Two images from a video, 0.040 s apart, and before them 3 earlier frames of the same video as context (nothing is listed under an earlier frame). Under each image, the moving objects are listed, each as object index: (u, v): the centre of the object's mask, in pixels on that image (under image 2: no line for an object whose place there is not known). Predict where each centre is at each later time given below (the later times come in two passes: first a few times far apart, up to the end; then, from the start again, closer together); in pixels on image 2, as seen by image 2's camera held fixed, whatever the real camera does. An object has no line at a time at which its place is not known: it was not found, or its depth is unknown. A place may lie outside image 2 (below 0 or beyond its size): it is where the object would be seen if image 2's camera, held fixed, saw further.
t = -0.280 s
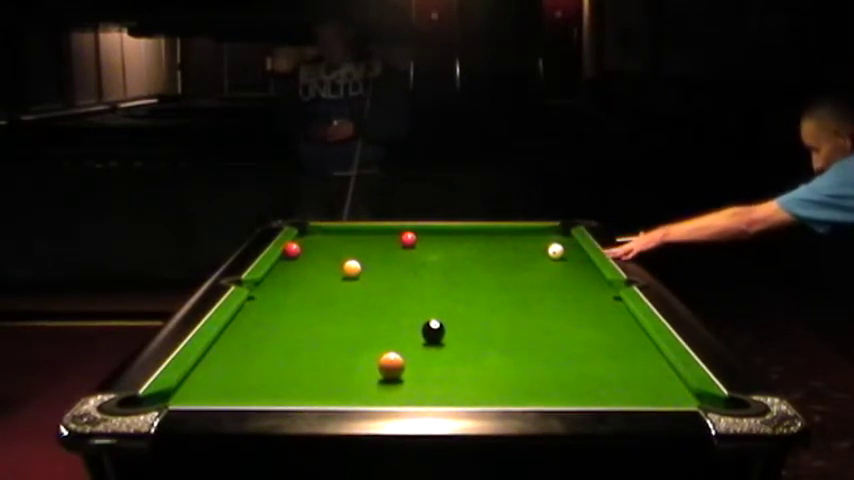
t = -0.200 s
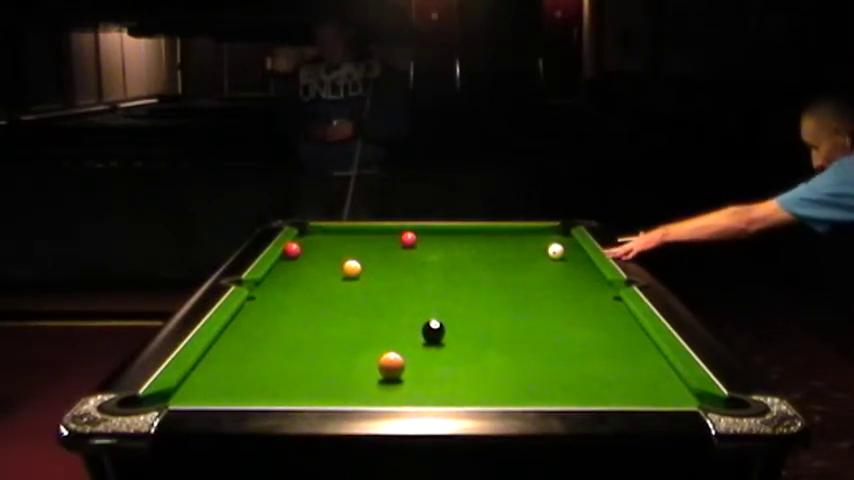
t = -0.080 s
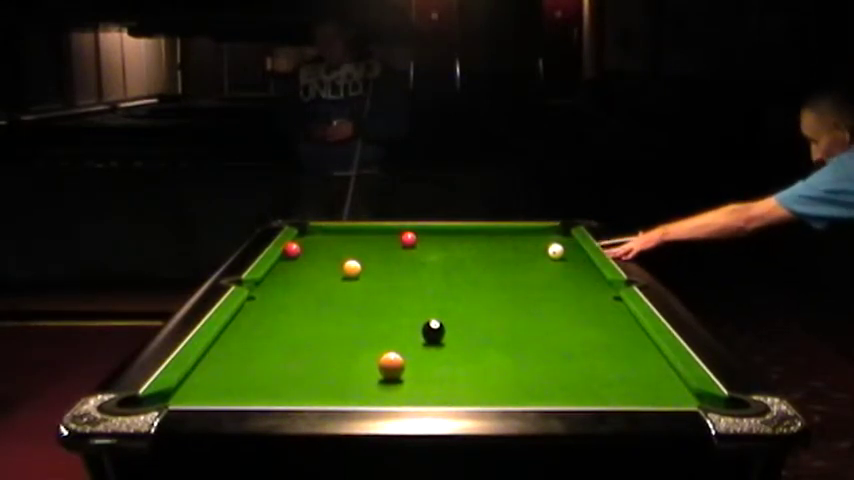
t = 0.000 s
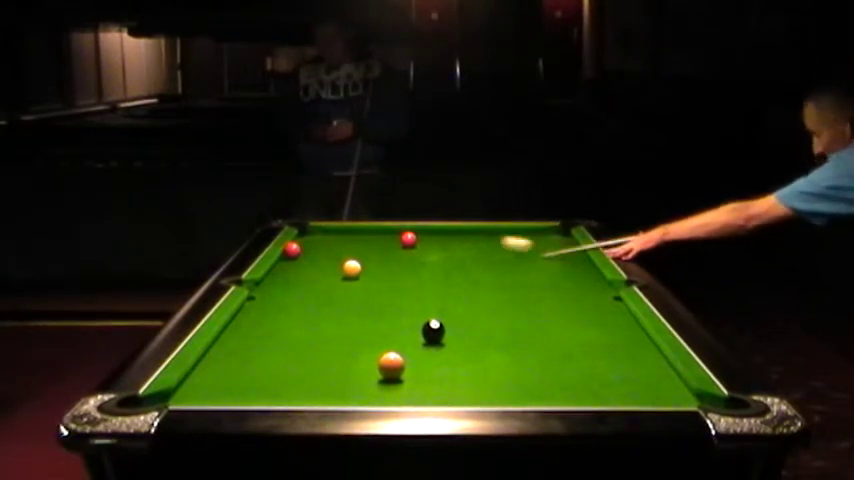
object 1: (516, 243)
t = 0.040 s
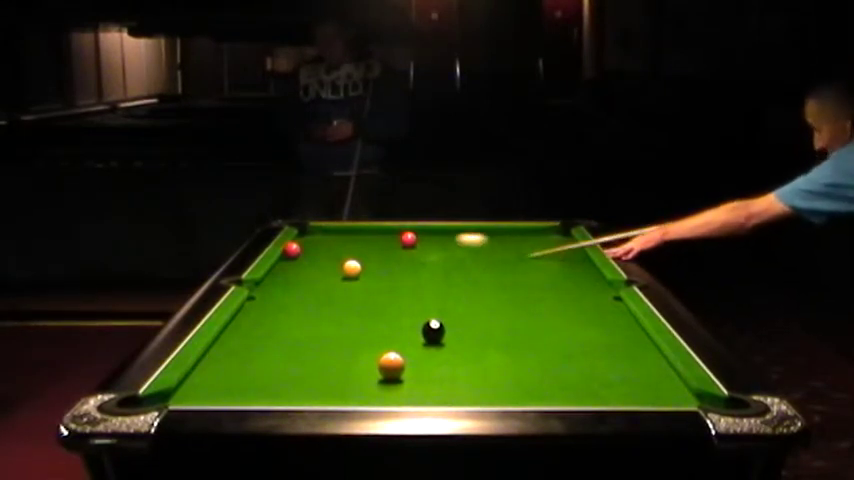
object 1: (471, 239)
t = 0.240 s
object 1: (418, 243)
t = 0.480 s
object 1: (409, 248)
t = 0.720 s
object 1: (400, 251)
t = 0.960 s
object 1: (392, 254)
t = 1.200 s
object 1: (385, 257)
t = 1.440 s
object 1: (380, 260)
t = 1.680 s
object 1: (375, 262)
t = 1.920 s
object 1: (371, 264)
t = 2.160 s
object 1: (368, 265)
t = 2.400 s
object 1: (367, 267)
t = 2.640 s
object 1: (367, 267)
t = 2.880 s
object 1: (367, 267)
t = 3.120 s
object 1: (367, 267)
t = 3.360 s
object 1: (366, 267)
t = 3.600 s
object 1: (366, 267)
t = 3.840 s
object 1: (366, 267)
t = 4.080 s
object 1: (366, 267)
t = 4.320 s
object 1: (366, 267)
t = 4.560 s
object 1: (366, 267)
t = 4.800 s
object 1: (366, 267)
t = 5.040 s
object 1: (366, 267)
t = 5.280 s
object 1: (366, 267)
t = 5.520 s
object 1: (366, 267)
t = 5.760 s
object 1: (367, 267)
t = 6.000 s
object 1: (367, 267)
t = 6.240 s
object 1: (367, 267)
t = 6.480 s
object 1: (366, 267)
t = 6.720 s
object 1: (367, 267)
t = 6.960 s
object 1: (366, 267)
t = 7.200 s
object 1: (366, 267)
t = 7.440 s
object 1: (366, 267)
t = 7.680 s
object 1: (367, 267)
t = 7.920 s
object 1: (367, 267)
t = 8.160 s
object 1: (366, 267)
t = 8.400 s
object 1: (367, 267)
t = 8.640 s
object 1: (366, 267)
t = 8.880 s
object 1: (366, 267)
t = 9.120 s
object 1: (366, 267)
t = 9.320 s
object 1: (366, 267)
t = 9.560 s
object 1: (366, 267)
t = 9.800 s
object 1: (366, 267)
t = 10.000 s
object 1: (366, 267)
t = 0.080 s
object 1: (429, 239)
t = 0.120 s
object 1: (421, 239)
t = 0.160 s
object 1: (420, 242)
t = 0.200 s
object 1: (419, 243)
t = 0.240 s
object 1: (418, 243)
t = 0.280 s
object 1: (416, 244)
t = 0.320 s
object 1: (414, 245)
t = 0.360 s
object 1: (413, 246)
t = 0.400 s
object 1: (411, 246)
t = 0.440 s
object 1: (410, 247)
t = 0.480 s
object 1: (409, 248)
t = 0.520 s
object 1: (407, 248)
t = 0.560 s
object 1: (405, 249)
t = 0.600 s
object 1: (404, 249)
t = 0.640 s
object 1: (403, 250)
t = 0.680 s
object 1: (401, 251)
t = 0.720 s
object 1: (400, 251)
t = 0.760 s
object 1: (398, 252)
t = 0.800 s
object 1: (397, 252)
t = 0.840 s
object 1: (396, 253)
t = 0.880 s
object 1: (394, 253)
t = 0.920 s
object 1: (393, 254)
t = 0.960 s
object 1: (392, 254)
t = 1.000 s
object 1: (391, 255)
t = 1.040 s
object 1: (390, 255)
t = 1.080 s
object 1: (389, 256)
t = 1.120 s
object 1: (388, 256)
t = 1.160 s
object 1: (386, 257)
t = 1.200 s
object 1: (385, 257)
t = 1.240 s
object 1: (384, 258)
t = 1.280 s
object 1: (383, 258)
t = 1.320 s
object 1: (382, 259)
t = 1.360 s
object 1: (381, 259)
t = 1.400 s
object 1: (380, 260)
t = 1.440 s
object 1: (380, 260)
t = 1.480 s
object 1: (379, 260)
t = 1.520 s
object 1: (378, 261)
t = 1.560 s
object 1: (377, 261)
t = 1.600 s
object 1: (377, 261)
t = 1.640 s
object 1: (376, 262)
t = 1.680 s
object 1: (375, 262)
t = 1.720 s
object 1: (374, 263)
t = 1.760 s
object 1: (374, 263)
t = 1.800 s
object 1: (373, 263)
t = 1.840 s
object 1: (372, 263)
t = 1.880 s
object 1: (371, 264)
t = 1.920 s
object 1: (371, 264)
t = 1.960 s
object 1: (371, 264)
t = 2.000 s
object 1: (370, 265)
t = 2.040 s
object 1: (369, 265)
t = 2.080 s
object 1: (369, 265)
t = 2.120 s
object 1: (368, 265)
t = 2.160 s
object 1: (368, 265)
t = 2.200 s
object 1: (368, 266)
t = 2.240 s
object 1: (368, 266)
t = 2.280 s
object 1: (367, 266)
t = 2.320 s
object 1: (367, 266)
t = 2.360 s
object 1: (367, 266)
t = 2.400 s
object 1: (367, 267)
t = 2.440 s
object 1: (366, 267)
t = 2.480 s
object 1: (366, 267)
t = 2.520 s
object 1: (366, 267)
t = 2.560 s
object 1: (367, 267)
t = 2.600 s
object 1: (366, 267)
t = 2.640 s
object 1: (367, 267)
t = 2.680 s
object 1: (366, 267)
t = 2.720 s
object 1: (367, 267)
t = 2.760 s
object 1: (367, 267)
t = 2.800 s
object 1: (367, 267)
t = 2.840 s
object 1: (367, 267)
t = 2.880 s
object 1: (367, 267)
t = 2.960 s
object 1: (367, 267)
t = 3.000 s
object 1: (366, 267)
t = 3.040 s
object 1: (366, 267)
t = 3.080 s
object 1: (367, 267)
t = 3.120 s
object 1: (367, 267)
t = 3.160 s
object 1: (367, 267)
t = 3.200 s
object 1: (367, 267)
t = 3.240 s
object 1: (366, 267)
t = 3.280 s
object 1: (366, 267)
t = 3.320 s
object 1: (366, 267)
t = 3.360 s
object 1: (366, 267)
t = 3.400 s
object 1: (366, 267)
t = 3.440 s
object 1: (366, 267)
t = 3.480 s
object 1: (366, 267)
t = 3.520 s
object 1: (366, 267)
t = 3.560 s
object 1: (366, 267)
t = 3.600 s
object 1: (366, 267)
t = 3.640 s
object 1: (366, 267)
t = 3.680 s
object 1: (366, 267)
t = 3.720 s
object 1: (366, 267)
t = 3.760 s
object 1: (367, 267)
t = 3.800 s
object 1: (366, 267)
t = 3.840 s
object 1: (366, 267)
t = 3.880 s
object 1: (366, 267)
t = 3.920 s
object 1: (366, 267)
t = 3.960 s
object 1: (366, 267)
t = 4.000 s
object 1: (366, 267)
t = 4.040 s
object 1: (366, 267)
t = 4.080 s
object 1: (366, 267)
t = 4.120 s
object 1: (366, 267)
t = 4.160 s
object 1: (367, 267)
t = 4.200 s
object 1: (366, 267)
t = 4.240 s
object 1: (366, 267)
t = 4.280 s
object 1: (366, 267)
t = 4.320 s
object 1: (366, 267)
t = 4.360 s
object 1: (366, 267)
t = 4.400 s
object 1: (366, 267)
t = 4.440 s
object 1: (366, 267)
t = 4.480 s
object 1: (366, 267)
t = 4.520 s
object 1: (366, 267)
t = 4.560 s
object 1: (366, 267)
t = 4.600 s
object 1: (367, 267)
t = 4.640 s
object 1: (366, 267)
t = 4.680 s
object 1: (366, 267)
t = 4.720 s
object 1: (366, 267)
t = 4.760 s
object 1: (366, 267)
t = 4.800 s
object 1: (366, 267)
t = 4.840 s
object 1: (366, 267)
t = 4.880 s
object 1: (367, 267)
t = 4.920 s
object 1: (367, 267)
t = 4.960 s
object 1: (366, 267)
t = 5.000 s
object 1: (366, 267)
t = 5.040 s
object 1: (366, 267)
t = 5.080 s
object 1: (366, 267)
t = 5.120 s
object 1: (366, 267)
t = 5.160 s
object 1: (366, 267)
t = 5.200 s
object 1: (367, 267)
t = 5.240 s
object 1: (366, 267)
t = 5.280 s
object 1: (366, 267)
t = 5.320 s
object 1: (367, 267)
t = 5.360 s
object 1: (367, 267)
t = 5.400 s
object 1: (367, 267)
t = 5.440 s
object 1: (367, 267)
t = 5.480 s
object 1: (367, 267)
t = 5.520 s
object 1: (366, 267)
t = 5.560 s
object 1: (366, 267)
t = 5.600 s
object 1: (367, 267)
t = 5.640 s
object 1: (366, 267)
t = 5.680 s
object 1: (367, 267)
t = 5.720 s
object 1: (366, 267)
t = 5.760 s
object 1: (367, 267)
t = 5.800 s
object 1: (366, 267)
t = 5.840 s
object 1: (366, 267)
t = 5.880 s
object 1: (367, 267)
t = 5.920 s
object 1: (367, 267)
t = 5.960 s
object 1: (366, 267)
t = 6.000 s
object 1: (367, 267)
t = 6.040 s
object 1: (366, 267)
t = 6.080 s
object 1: (367, 267)
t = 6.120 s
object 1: (366, 267)
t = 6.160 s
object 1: (367, 267)
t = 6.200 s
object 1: (366, 267)
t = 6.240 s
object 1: (367, 267)
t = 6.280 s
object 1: (366, 267)
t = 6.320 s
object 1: (367, 267)
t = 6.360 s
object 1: (366, 267)
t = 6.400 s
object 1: (367, 267)
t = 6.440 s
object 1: (367, 267)
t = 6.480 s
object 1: (366, 267)
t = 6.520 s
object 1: (366, 267)
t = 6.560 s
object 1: (366, 267)
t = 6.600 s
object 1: (366, 267)
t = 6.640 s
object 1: (367, 267)
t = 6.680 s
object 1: (366, 267)
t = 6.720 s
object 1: (367, 267)
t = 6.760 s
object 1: (366, 267)
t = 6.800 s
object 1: (366, 267)
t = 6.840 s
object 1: (366, 267)
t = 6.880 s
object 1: (366, 267)
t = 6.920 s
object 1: (366, 267)
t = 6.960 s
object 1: (366, 267)
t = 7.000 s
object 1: (366, 267)
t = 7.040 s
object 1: (366, 267)
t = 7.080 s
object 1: (366, 267)
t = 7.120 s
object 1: (366, 267)
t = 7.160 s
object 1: (366, 267)
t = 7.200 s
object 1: (366, 267)
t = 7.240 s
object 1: (366, 267)
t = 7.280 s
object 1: (366, 267)
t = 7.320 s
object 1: (366, 267)
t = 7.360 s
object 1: (367, 267)
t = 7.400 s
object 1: (366, 267)
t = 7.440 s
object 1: (366, 267)
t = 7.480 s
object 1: (366, 267)
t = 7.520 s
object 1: (366, 267)
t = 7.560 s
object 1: (366, 267)
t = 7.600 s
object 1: (366, 267)
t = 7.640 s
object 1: (366, 267)
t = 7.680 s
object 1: (367, 267)
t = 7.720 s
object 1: (366, 267)
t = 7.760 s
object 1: (366, 267)
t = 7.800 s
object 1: (366, 267)
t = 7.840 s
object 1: (367, 267)
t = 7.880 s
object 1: (366, 267)
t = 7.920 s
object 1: (367, 267)
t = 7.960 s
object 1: (367, 267)
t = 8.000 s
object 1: (366, 267)
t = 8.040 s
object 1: (366, 267)
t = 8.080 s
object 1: (367, 267)
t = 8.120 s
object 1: (366, 267)
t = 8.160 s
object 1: (366, 267)
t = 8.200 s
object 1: (366, 267)
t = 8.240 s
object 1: (367, 267)
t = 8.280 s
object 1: (366, 267)
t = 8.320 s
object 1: (367, 267)
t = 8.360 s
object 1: (366, 267)
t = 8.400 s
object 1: (367, 267)
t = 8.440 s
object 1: (366, 267)
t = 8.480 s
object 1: (366, 267)
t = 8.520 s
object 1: (366, 267)
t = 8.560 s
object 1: (366, 267)
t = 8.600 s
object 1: (366, 267)
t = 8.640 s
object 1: (366, 267)
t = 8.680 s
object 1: (366, 267)
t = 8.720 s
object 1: (367, 267)
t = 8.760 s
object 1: (366, 267)
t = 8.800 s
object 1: (366, 267)
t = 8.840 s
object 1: (366, 267)
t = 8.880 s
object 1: (366, 267)
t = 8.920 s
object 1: (366, 267)
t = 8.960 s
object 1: (366, 267)
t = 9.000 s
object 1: (366, 267)
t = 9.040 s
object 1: (366, 267)
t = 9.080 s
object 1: (366, 267)
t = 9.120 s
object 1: (366, 267)
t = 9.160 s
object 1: (366, 267)
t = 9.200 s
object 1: (366, 267)
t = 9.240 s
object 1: (366, 267)
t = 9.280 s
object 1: (366, 267)
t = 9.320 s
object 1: (366, 267)
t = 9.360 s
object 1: (366, 267)
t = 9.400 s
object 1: (366, 267)
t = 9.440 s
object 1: (366, 267)
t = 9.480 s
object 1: (366, 267)
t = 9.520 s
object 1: (366, 267)
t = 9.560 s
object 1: (366, 267)
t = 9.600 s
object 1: (366, 267)
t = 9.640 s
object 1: (366, 267)
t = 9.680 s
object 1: (366, 267)
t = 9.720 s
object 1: (366, 267)
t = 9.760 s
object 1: (366, 267)
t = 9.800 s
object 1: (366, 267)
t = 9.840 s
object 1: (366, 267)
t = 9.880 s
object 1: (366, 267)
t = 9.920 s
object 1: (366, 267)
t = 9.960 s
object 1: (366, 267)
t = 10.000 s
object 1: (366, 267)
